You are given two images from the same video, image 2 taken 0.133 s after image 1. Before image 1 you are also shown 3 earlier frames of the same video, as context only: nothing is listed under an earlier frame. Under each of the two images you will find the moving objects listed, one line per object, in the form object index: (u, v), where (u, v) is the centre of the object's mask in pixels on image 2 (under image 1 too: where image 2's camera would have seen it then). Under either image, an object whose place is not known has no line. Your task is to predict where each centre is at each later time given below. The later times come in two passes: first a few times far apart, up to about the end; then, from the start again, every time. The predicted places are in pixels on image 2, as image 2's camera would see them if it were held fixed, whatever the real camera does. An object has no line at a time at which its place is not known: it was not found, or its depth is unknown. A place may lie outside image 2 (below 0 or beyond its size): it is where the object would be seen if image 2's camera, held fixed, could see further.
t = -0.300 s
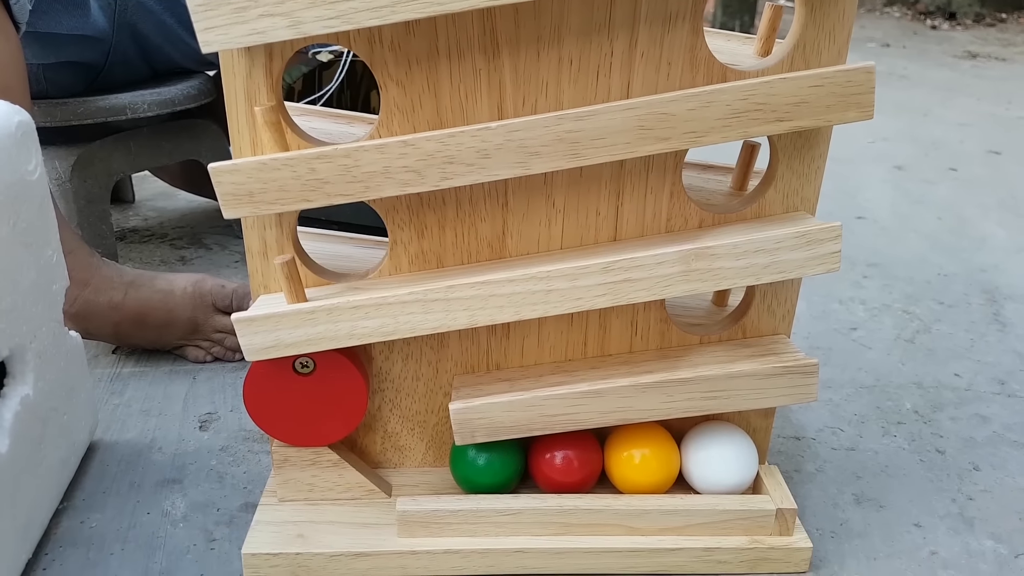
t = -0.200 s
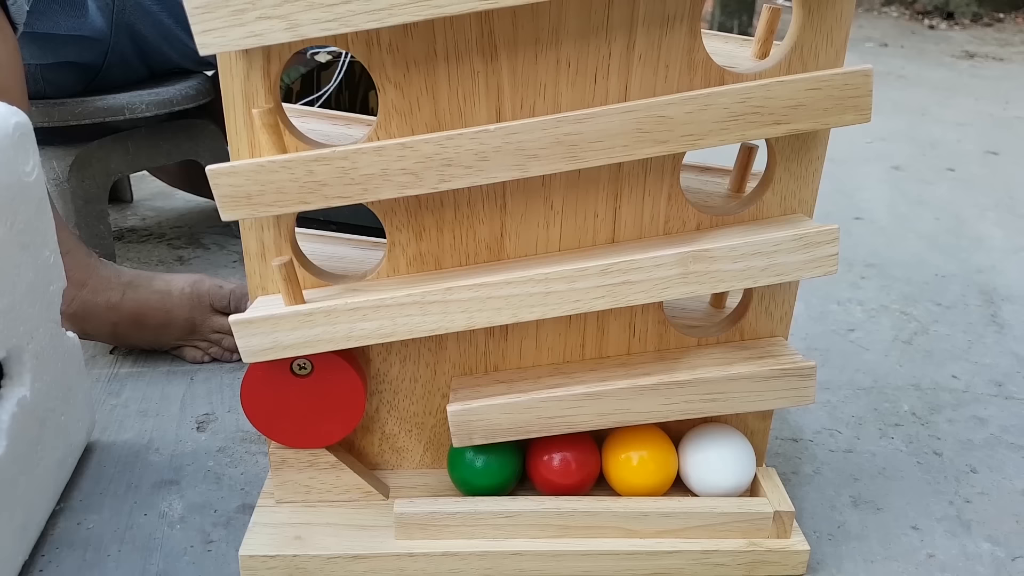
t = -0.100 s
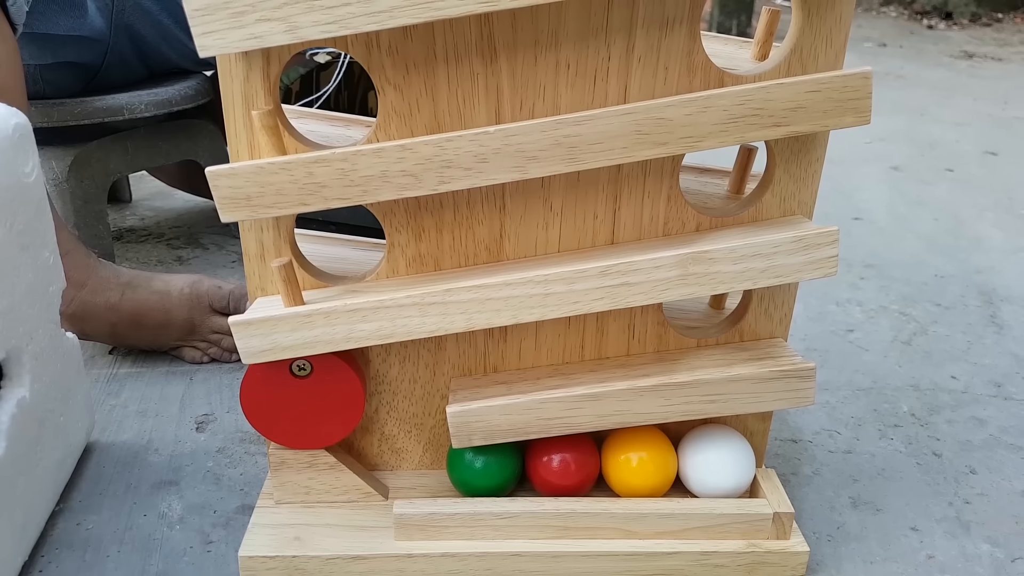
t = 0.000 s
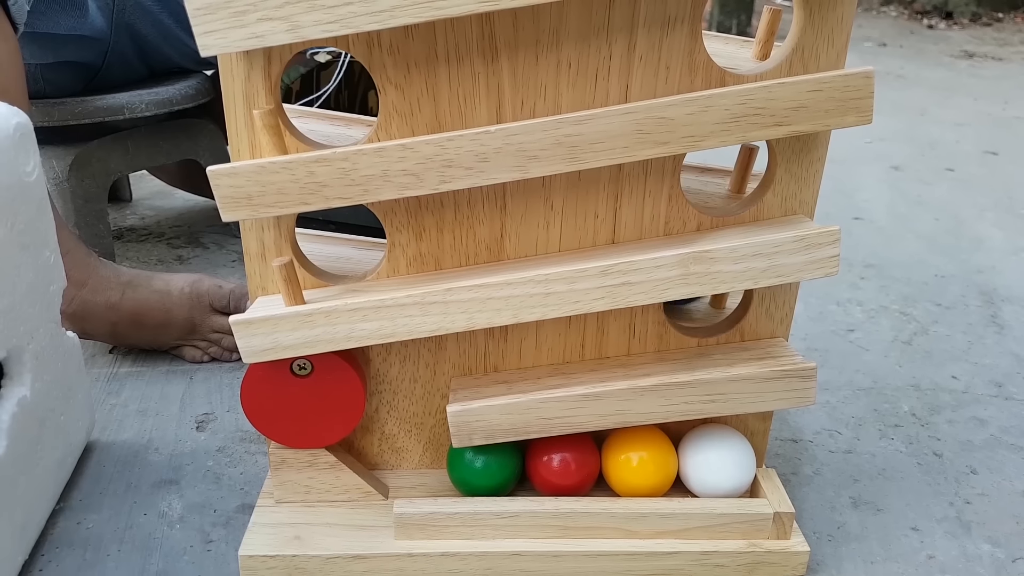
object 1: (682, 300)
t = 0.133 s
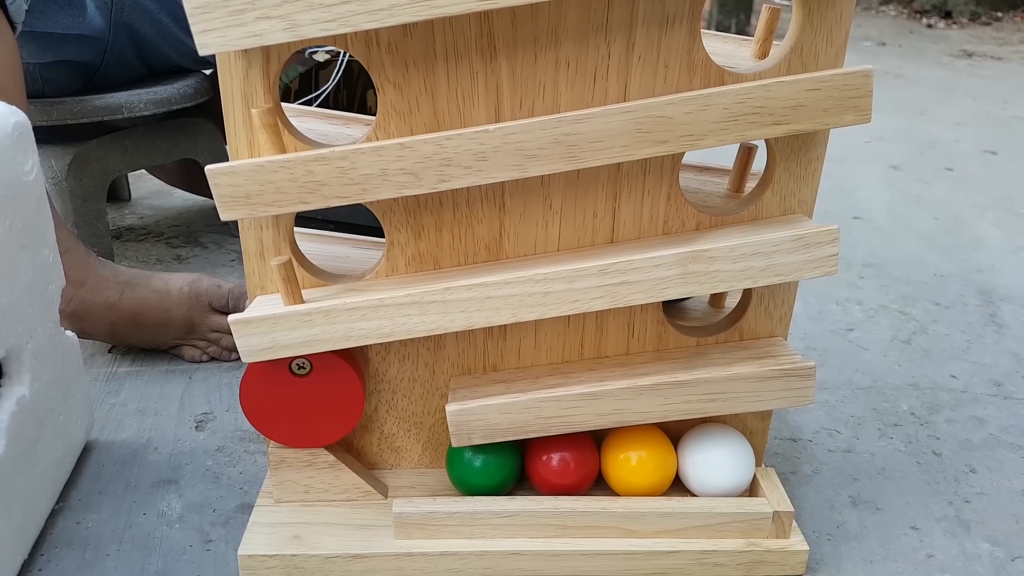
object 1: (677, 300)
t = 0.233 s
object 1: (704, 306)
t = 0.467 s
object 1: (709, 315)
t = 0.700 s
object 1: (672, 335)
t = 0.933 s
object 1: (522, 353)
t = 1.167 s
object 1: (394, 433)
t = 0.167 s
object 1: (684, 302)
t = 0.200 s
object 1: (694, 304)
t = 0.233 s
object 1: (704, 306)
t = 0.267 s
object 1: (699, 308)
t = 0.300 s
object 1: (706, 308)
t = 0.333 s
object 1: (705, 310)
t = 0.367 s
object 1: (705, 311)
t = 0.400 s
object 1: (707, 313)
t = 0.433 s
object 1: (706, 314)
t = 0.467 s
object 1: (709, 315)
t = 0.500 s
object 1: (712, 318)
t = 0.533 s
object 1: (712, 322)
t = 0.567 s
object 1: (711, 326)
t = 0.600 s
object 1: (706, 328)
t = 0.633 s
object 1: (698, 331)
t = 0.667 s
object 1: (687, 333)
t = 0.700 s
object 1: (672, 335)
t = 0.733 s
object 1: (654, 336)
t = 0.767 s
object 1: (636, 338)
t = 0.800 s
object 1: (616, 340)
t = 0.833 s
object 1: (594, 343)
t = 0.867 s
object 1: (572, 346)
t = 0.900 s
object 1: (547, 349)
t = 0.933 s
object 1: (522, 353)
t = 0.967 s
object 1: (494, 357)
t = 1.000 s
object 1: (465, 361)
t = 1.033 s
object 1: (434, 366)
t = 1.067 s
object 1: (405, 382)
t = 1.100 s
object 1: (405, 420)
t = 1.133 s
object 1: (401, 455)
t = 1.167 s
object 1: (394, 433)
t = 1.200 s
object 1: (389, 431)
